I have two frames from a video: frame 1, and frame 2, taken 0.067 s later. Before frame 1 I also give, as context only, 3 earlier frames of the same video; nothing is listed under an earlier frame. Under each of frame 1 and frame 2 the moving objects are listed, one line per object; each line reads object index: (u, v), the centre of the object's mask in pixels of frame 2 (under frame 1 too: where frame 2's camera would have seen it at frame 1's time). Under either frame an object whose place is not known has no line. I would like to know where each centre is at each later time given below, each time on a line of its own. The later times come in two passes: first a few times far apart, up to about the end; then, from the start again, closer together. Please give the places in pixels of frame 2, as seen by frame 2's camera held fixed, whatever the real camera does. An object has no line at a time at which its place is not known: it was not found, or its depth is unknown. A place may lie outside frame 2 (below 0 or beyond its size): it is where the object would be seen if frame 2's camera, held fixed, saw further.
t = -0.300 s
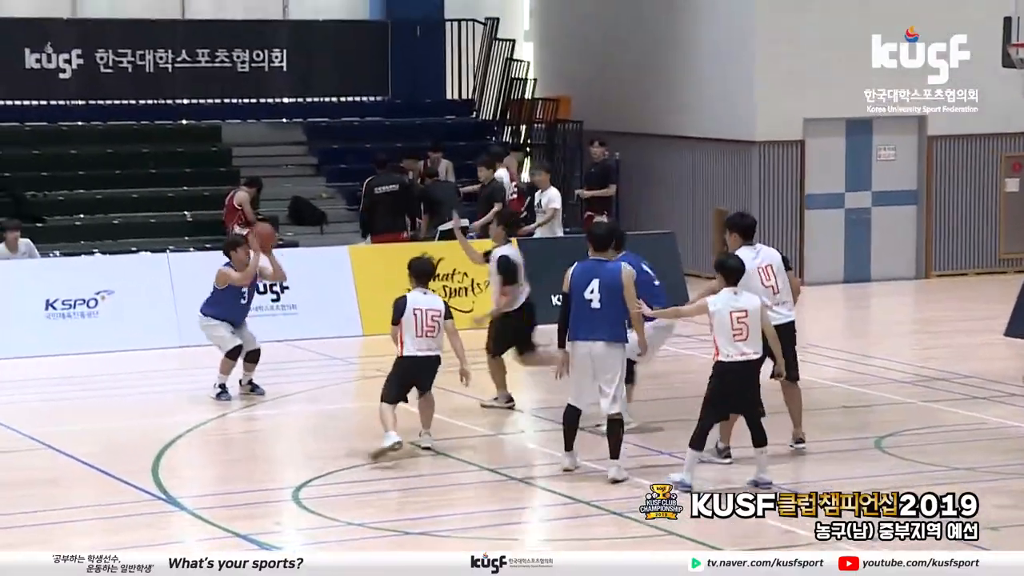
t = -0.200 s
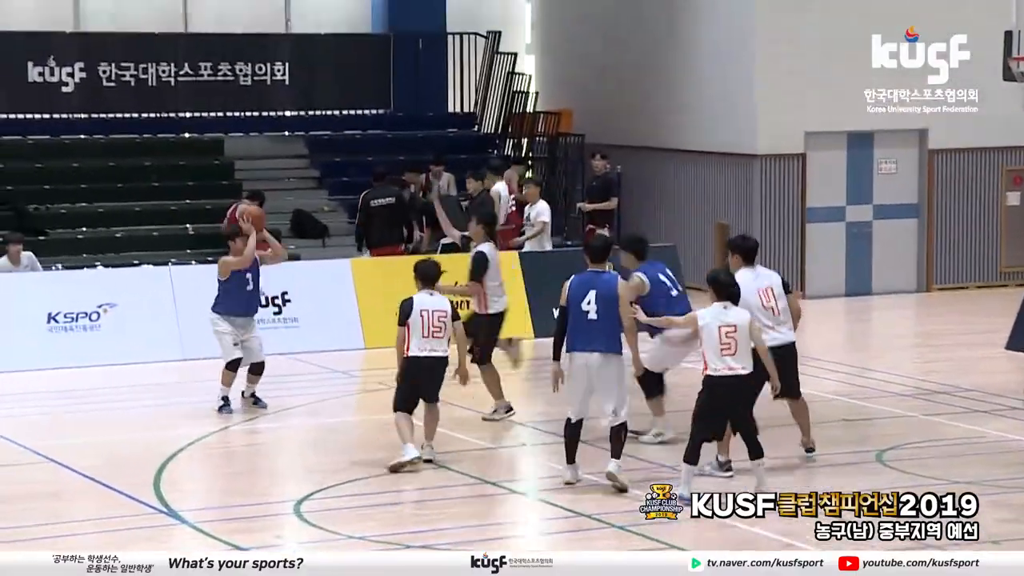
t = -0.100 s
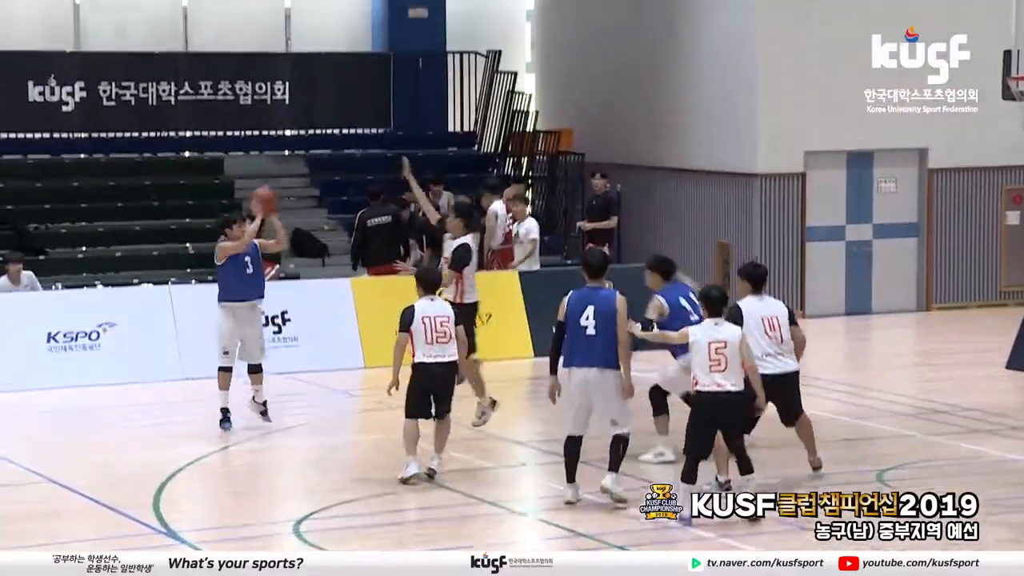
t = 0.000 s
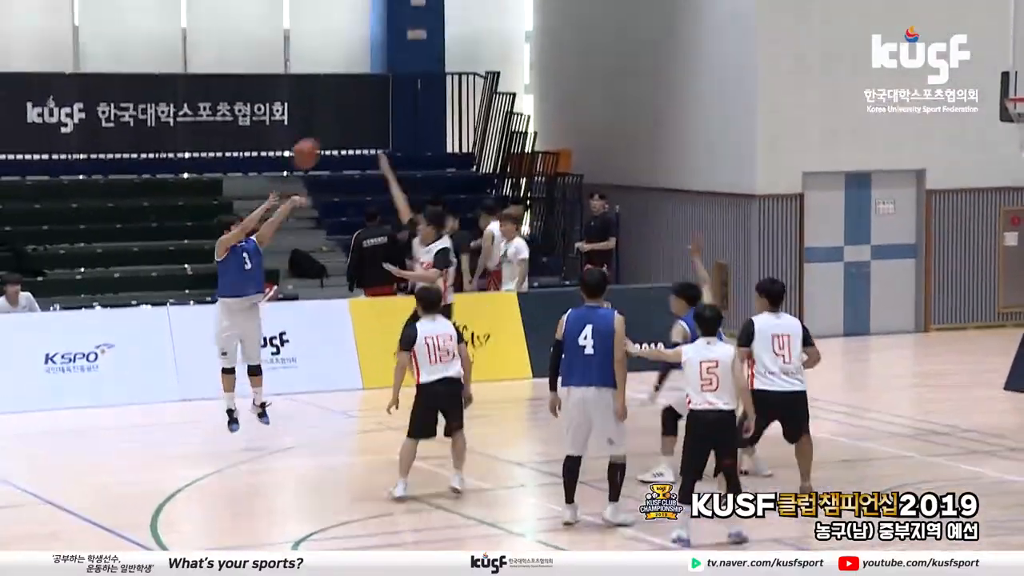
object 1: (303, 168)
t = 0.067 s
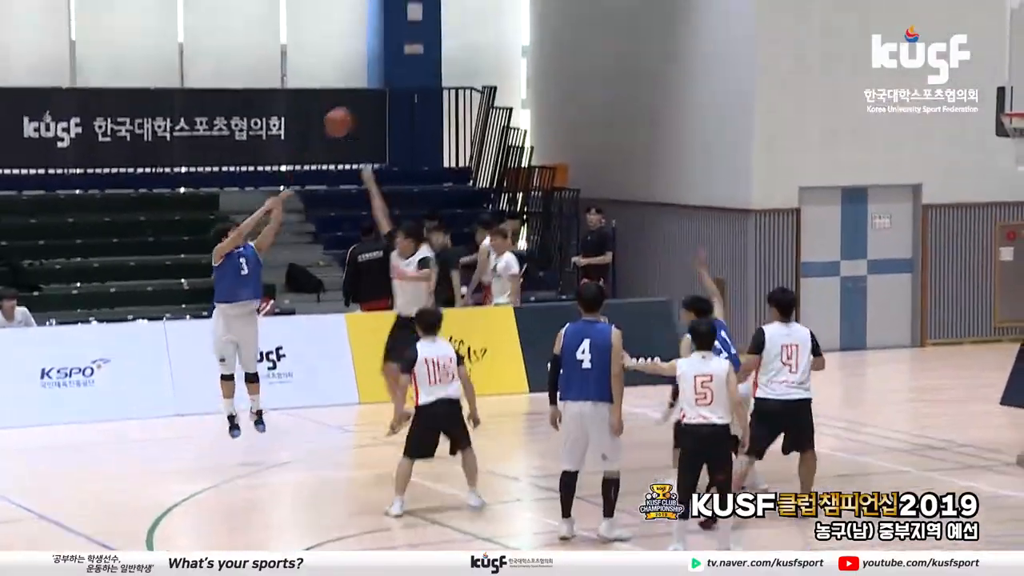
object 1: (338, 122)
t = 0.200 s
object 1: (412, 42)
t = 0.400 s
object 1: (528, -44)
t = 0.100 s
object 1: (356, 101)
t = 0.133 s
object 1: (375, 81)
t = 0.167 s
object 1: (394, 61)
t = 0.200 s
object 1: (412, 42)
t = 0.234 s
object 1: (431, 26)
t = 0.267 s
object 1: (451, 9)
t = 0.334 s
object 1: (489, -20)
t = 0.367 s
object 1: (508, -33)
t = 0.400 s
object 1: (528, -44)
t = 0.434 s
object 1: (547, -55)
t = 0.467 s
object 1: (567, -64)
